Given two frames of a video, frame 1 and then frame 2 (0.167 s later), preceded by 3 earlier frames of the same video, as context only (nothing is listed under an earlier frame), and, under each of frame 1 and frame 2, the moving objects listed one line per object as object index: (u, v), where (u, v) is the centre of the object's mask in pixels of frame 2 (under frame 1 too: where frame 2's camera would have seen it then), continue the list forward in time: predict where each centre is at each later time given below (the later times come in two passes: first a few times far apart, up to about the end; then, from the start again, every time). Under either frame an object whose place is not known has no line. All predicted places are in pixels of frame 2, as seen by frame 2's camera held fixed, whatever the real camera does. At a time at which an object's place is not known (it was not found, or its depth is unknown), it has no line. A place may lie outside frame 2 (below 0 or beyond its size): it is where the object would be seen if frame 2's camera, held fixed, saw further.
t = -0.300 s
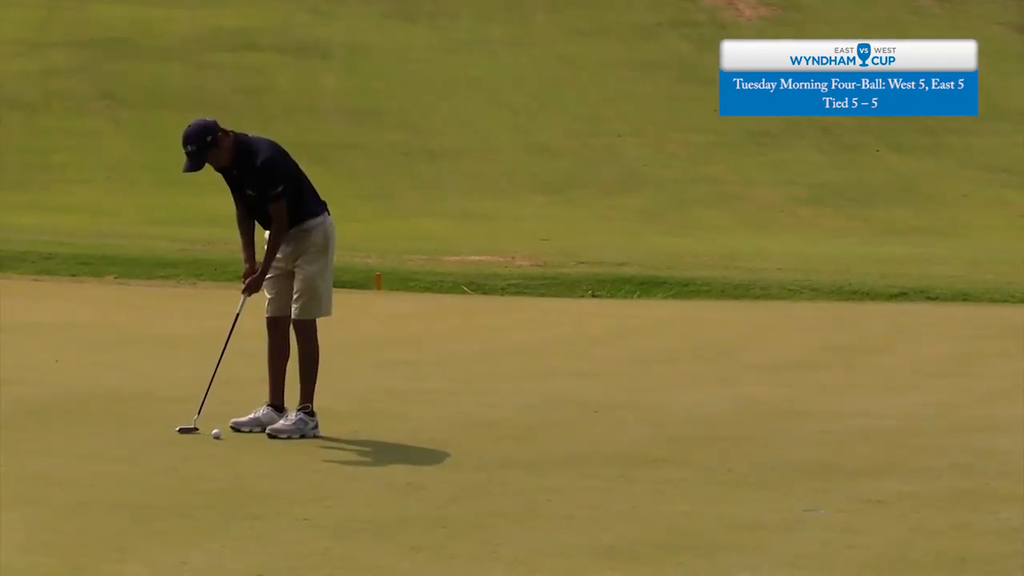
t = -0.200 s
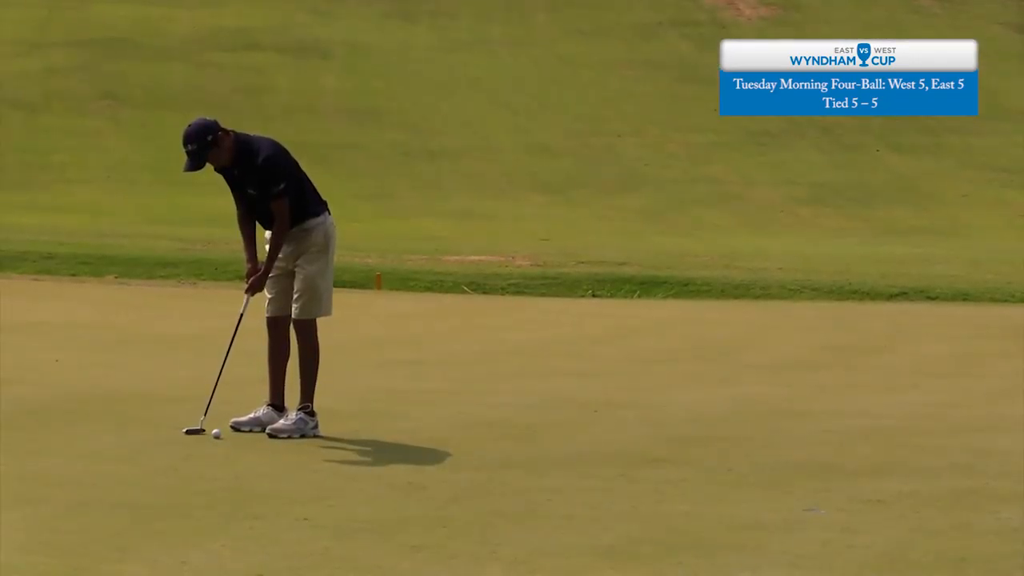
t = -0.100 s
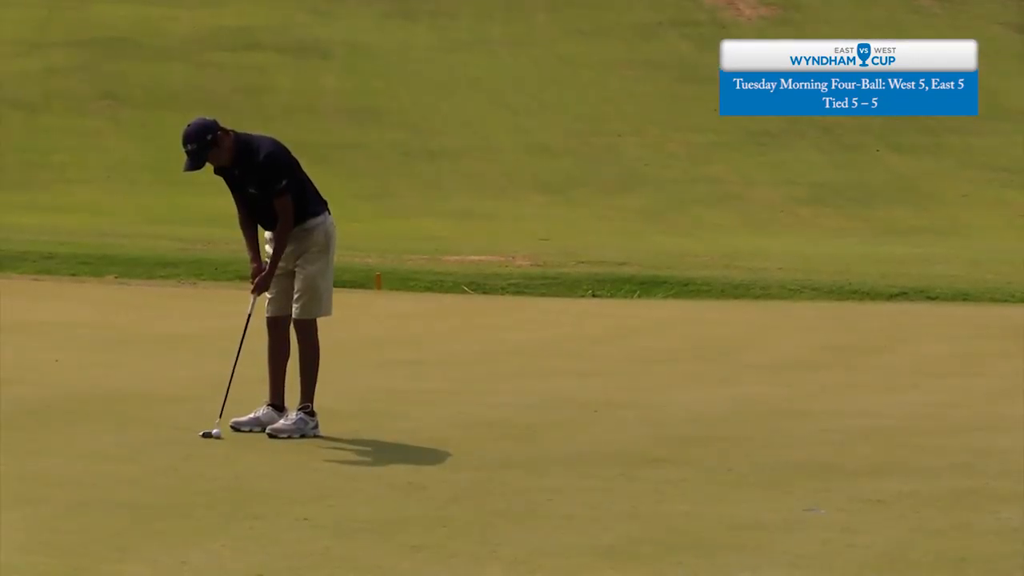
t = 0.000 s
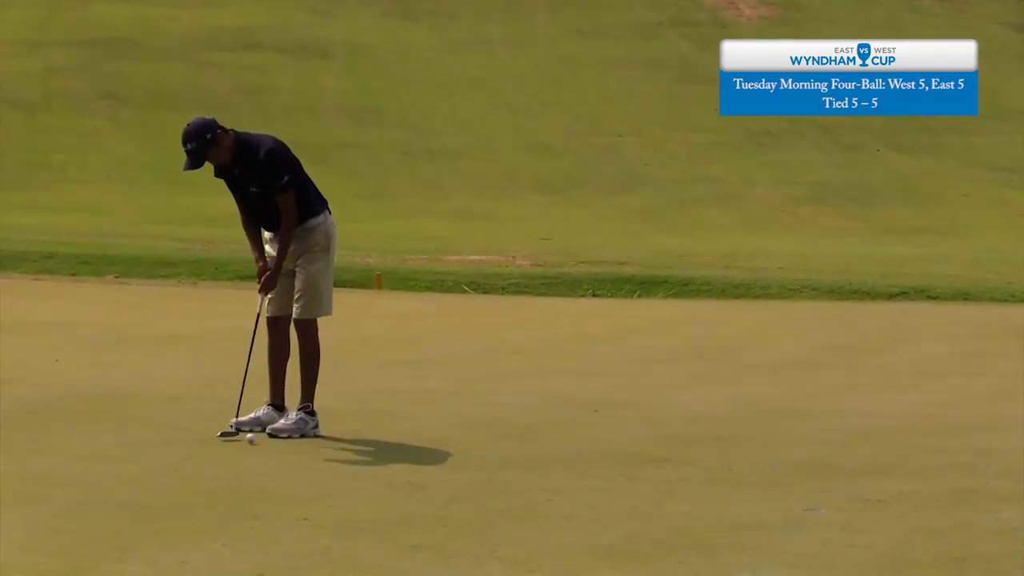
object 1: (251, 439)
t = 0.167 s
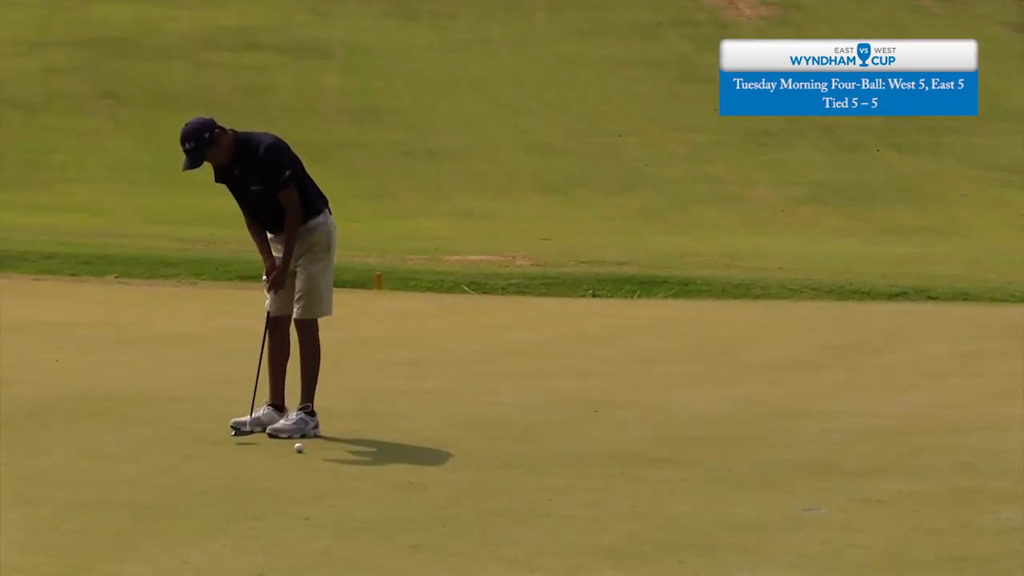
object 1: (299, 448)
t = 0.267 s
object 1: (326, 453)
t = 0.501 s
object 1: (391, 462)
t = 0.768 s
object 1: (464, 472)
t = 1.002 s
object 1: (527, 479)
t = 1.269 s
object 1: (597, 487)
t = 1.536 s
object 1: (662, 493)
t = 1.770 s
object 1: (716, 498)
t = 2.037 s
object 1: (770, 502)
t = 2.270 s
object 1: (812, 508)
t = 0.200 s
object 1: (308, 449)
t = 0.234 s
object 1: (317, 451)
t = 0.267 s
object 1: (326, 453)
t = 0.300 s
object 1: (336, 454)
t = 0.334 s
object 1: (345, 456)
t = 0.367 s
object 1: (353, 457)
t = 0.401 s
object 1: (363, 458)
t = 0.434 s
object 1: (371, 459)
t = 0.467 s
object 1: (381, 461)
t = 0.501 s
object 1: (391, 462)
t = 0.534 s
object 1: (400, 463)
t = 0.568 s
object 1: (409, 465)
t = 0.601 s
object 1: (419, 466)
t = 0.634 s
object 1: (427, 467)
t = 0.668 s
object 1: (437, 468)
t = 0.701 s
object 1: (446, 469)
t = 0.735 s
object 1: (454, 471)
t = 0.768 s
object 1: (464, 472)
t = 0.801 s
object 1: (473, 472)
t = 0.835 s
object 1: (482, 473)
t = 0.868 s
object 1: (491, 475)
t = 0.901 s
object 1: (500, 476)
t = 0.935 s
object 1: (509, 477)
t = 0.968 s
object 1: (518, 478)
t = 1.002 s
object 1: (527, 479)
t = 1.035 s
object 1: (536, 480)
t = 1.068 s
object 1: (545, 481)
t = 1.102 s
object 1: (554, 482)
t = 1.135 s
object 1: (563, 483)
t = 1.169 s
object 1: (571, 484)
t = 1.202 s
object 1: (580, 484)
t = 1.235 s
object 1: (589, 485)
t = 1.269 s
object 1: (597, 487)
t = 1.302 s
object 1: (606, 488)
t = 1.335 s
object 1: (614, 488)
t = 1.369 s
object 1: (622, 489)
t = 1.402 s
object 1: (630, 490)
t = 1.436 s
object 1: (639, 491)
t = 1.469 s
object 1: (646, 491)
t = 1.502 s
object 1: (654, 492)
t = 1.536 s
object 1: (662, 493)
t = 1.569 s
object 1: (670, 494)
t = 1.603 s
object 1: (678, 495)
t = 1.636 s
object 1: (685, 495)
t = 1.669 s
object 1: (693, 496)
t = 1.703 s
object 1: (701, 496)
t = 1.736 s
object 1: (708, 497)
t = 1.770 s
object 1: (716, 498)
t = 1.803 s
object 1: (722, 499)
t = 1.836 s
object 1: (729, 499)
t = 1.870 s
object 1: (736, 500)
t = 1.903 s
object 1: (743, 500)
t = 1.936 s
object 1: (750, 501)
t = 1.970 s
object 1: (757, 501)
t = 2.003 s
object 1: (764, 501)
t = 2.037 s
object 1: (770, 502)
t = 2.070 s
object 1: (776, 502)
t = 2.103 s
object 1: (783, 502)
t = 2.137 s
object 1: (789, 503)
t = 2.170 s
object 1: (795, 503)
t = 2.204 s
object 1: (800, 504)
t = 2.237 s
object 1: (806, 505)
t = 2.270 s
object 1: (812, 508)
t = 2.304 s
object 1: (817, 511)
